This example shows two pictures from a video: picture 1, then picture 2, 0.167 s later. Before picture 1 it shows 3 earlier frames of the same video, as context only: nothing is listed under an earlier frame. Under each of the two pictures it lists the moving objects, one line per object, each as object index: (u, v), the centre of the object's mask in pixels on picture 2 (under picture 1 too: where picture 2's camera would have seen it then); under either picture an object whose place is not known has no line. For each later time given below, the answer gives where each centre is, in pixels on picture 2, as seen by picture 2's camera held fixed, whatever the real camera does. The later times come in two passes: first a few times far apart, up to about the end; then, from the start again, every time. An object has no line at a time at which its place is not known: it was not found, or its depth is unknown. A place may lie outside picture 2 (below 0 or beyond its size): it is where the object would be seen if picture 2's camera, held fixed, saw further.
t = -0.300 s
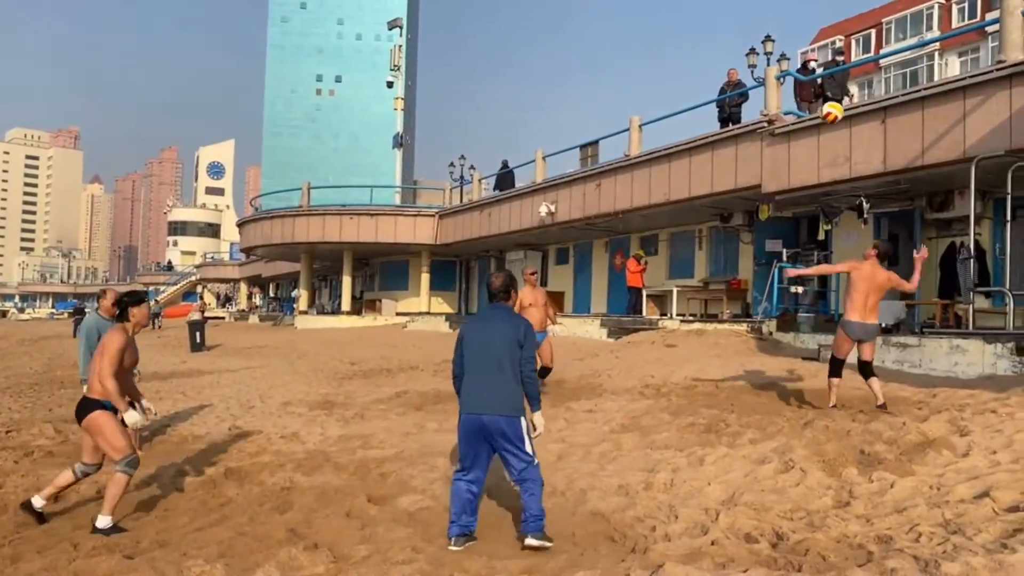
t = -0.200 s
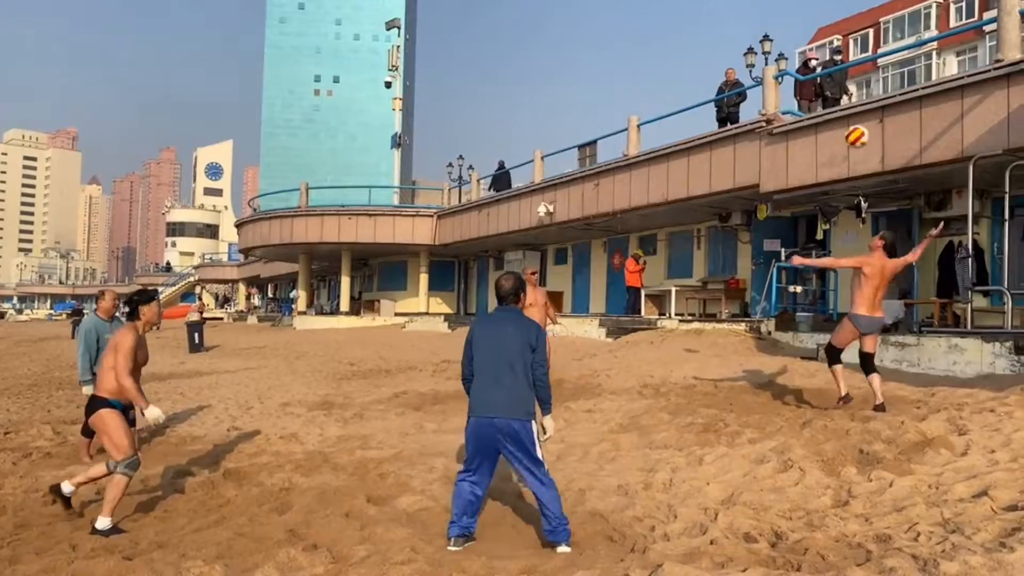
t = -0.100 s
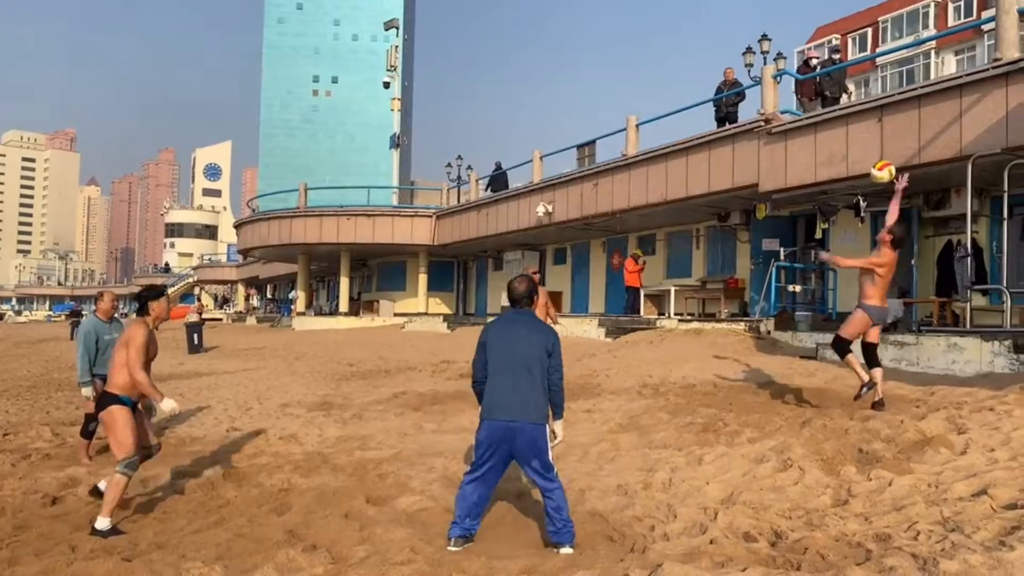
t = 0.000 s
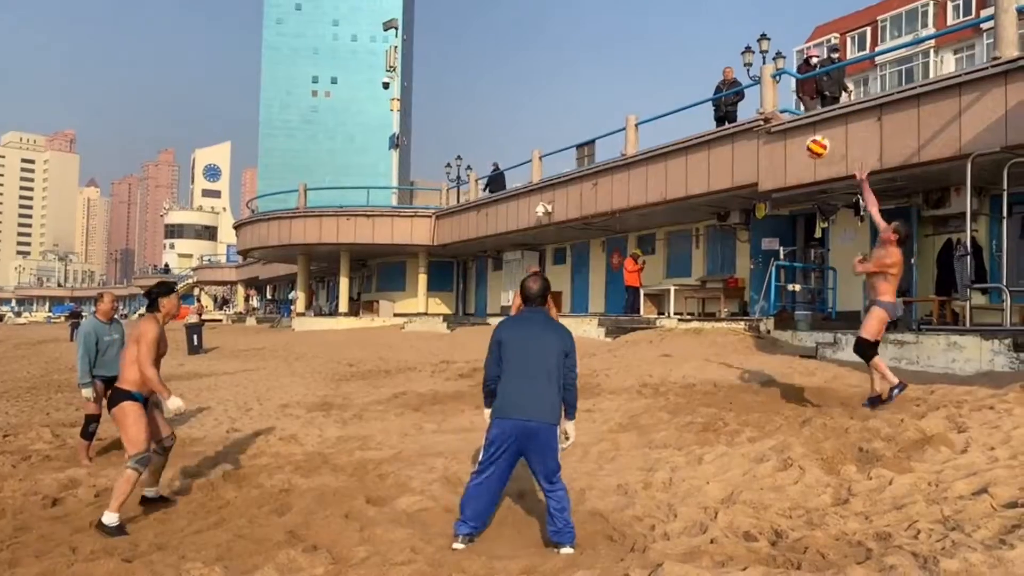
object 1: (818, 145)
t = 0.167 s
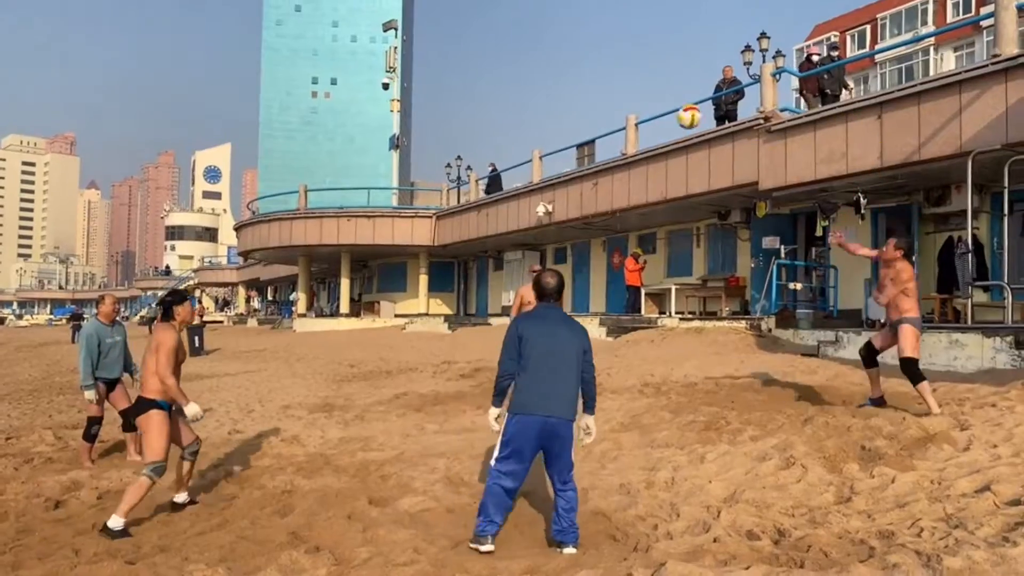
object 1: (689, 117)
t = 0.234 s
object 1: (637, 114)
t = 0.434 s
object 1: (480, 137)
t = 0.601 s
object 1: (346, 191)
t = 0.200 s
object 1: (663, 115)
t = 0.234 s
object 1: (637, 114)
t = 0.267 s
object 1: (611, 115)
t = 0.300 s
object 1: (585, 116)
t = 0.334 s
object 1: (559, 120)
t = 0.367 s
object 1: (533, 124)
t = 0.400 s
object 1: (507, 130)
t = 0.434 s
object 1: (480, 137)
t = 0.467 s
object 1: (455, 145)
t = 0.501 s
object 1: (428, 154)
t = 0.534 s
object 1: (400, 164)
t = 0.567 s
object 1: (374, 177)
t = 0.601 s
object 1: (346, 191)
